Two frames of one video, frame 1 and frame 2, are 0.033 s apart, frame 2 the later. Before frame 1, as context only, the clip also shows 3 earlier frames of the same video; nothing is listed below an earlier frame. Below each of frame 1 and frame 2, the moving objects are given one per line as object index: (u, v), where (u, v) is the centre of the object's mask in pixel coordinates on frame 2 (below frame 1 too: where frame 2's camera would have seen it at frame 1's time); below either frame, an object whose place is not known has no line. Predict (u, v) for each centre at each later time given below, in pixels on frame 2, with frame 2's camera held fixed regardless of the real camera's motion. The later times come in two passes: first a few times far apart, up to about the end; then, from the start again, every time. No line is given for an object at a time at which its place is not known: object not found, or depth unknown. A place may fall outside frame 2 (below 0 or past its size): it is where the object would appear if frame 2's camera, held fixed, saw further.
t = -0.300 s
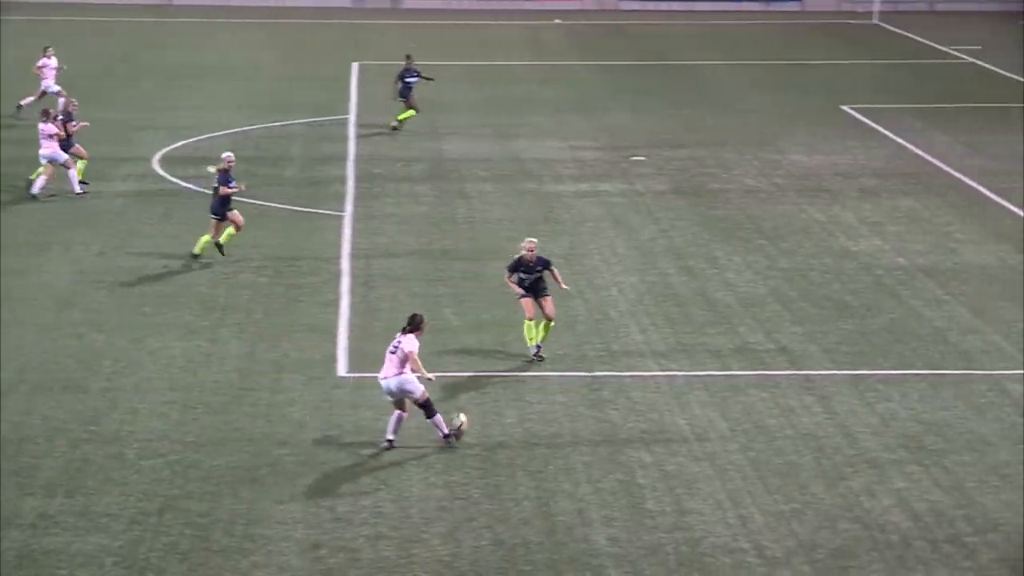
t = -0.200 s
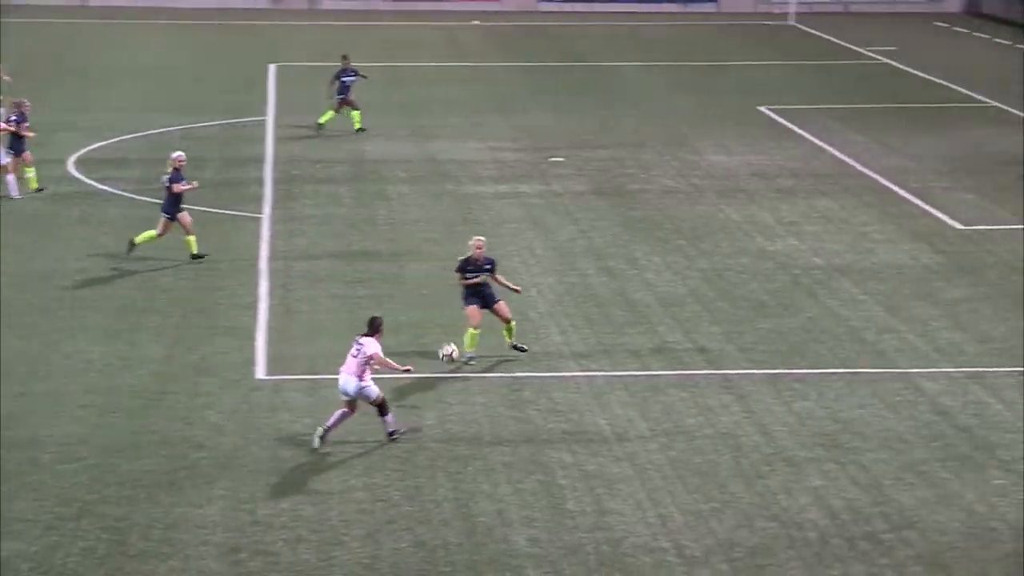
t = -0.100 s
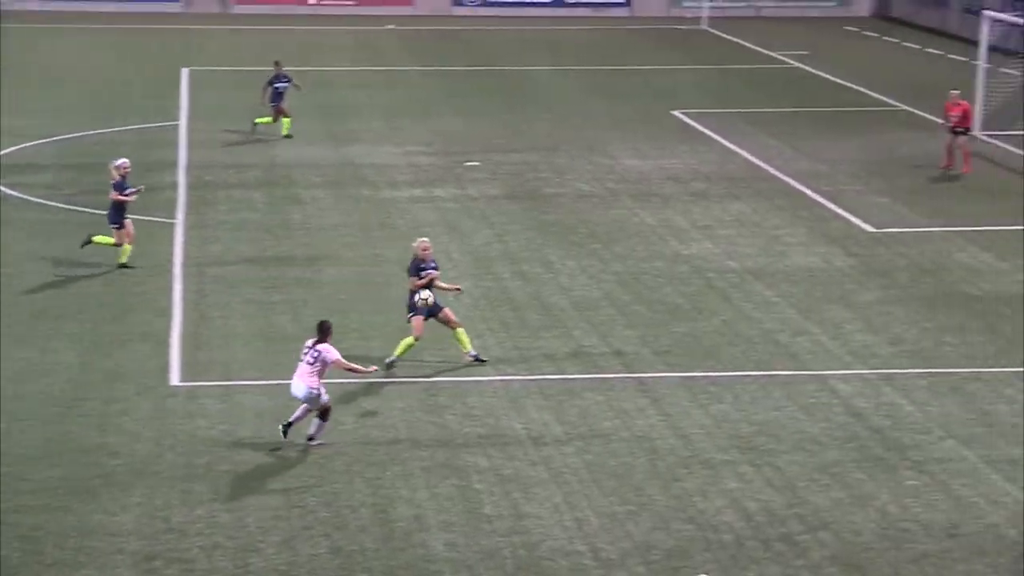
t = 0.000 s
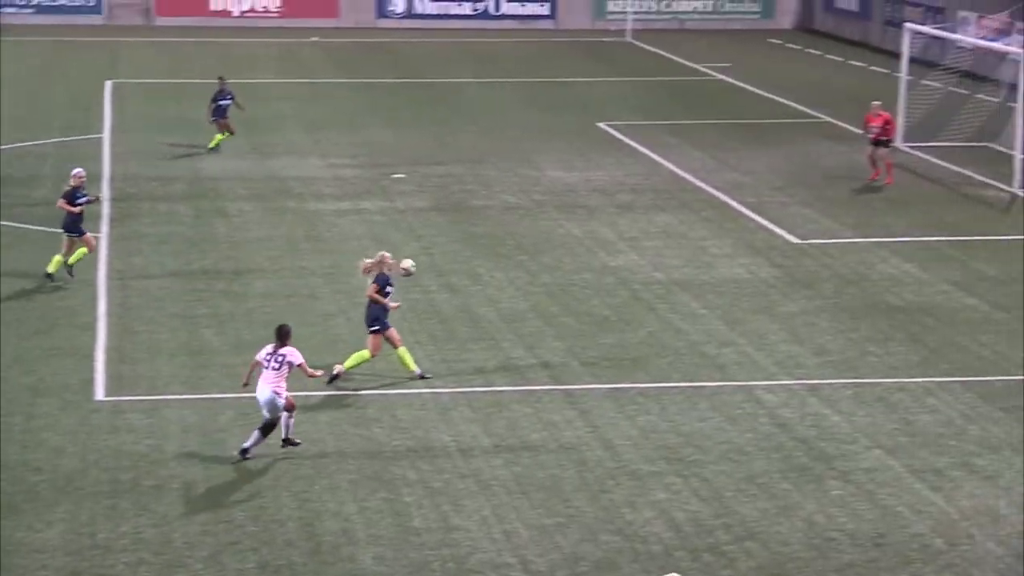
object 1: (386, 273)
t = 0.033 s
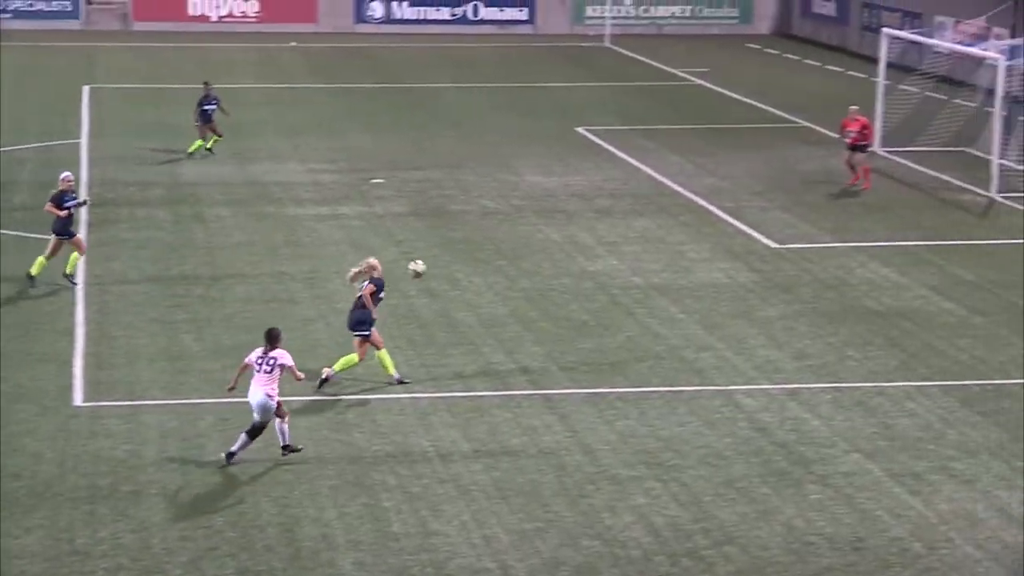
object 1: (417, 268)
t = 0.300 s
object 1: (626, 261)
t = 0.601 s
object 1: (791, 279)
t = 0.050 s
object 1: (431, 266)
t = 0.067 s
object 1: (447, 265)
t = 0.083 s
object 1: (461, 264)
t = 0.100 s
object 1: (476, 263)
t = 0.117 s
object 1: (489, 262)
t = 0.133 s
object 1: (502, 261)
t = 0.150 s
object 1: (517, 260)
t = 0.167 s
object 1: (530, 260)
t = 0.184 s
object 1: (543, 259)
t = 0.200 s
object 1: (556, 260)
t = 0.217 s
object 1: (568, 260)
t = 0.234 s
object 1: (580, 260)
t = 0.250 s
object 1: (593, 260)
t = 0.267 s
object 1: (604, 260)
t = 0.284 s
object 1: (615, 260)
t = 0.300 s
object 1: (626, 261)
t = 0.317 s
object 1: (637, 262)
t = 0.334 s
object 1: (648, 263)
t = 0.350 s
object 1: (659, 265)
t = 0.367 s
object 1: (670, 265)
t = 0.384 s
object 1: (680, 266)
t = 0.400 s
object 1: (689, 268)
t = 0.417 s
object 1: (699, 270)
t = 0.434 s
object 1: (709, 272)
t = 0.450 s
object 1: (719, 274)
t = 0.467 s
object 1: (728, 275)
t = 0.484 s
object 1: (737, 277)
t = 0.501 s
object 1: (746, 280)
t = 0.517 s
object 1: (755, 282)
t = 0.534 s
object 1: (763, 285)
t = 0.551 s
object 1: (772, 287)
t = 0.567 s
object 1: (780, 289)
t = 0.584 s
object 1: (786, 284)
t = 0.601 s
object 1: (791, 279)
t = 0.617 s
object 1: (797, 275)
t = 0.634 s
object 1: (802, 271)
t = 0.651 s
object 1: (809, 266)
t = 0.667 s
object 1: (814, 263)
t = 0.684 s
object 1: (820, 259)
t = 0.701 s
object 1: (825, 255)
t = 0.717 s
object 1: (830, 253)
